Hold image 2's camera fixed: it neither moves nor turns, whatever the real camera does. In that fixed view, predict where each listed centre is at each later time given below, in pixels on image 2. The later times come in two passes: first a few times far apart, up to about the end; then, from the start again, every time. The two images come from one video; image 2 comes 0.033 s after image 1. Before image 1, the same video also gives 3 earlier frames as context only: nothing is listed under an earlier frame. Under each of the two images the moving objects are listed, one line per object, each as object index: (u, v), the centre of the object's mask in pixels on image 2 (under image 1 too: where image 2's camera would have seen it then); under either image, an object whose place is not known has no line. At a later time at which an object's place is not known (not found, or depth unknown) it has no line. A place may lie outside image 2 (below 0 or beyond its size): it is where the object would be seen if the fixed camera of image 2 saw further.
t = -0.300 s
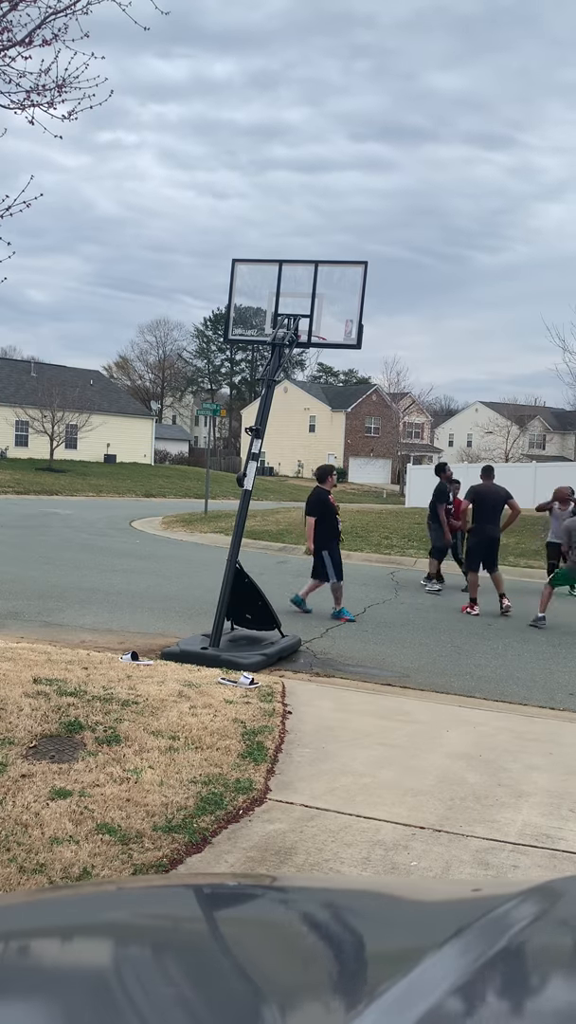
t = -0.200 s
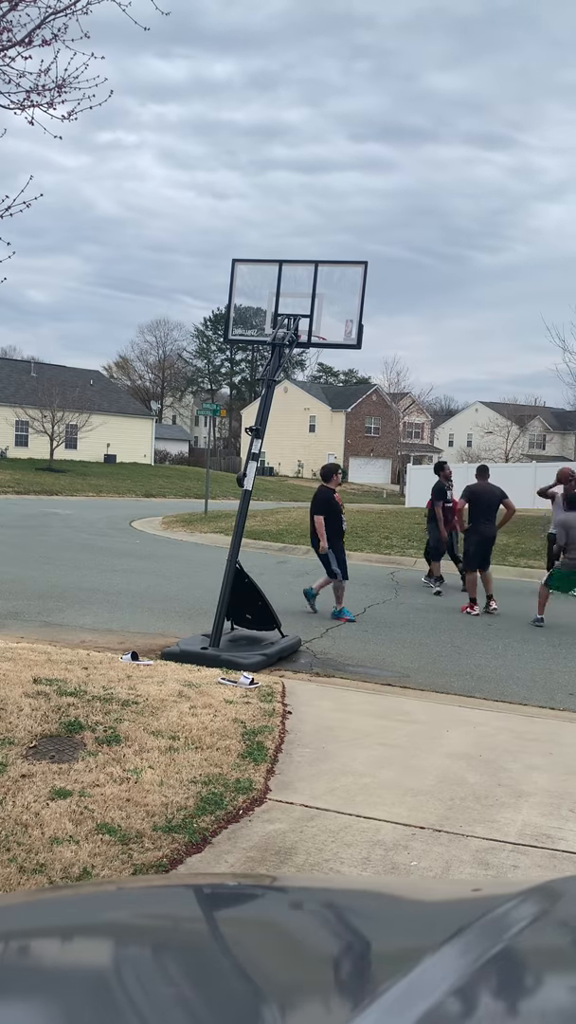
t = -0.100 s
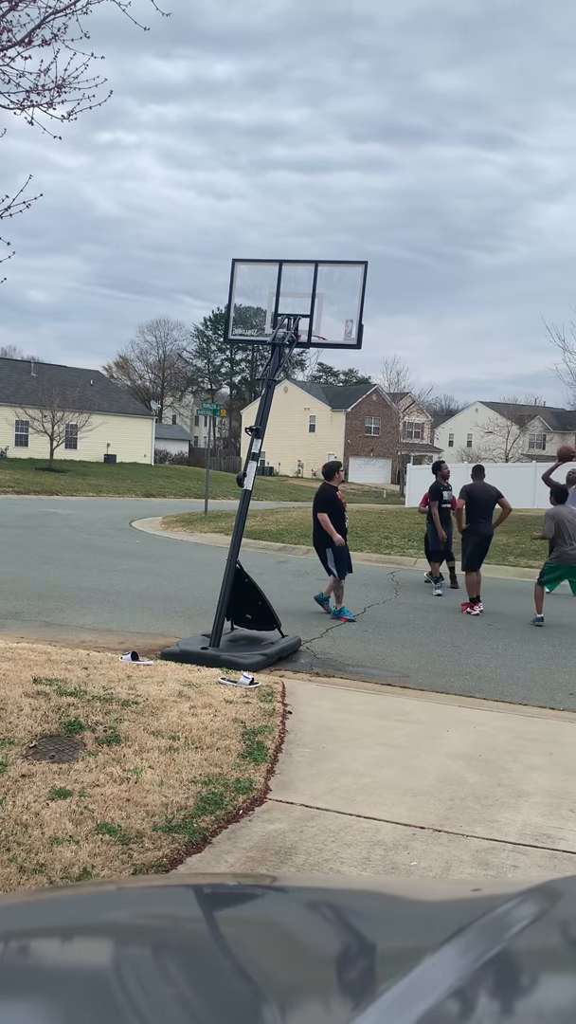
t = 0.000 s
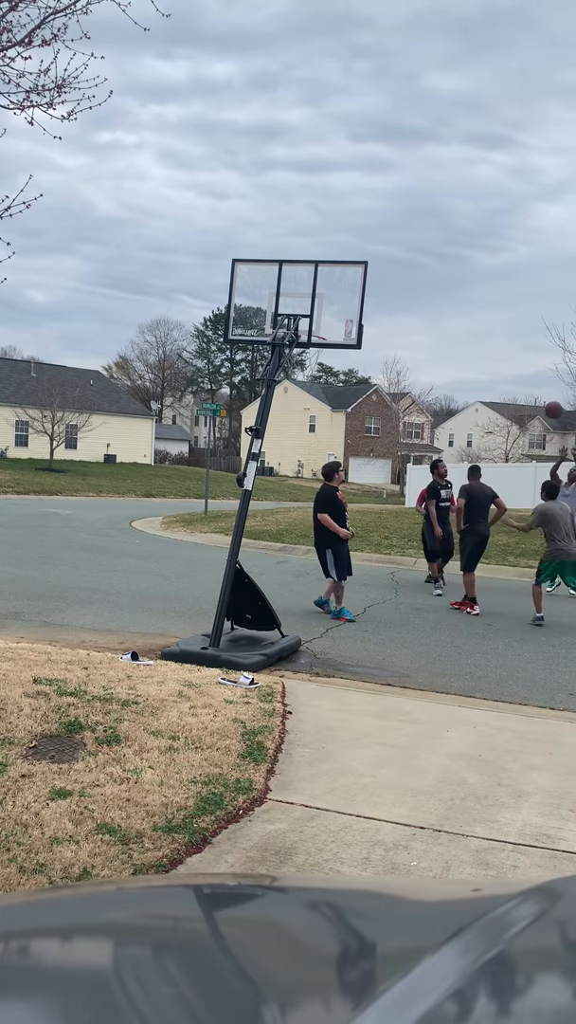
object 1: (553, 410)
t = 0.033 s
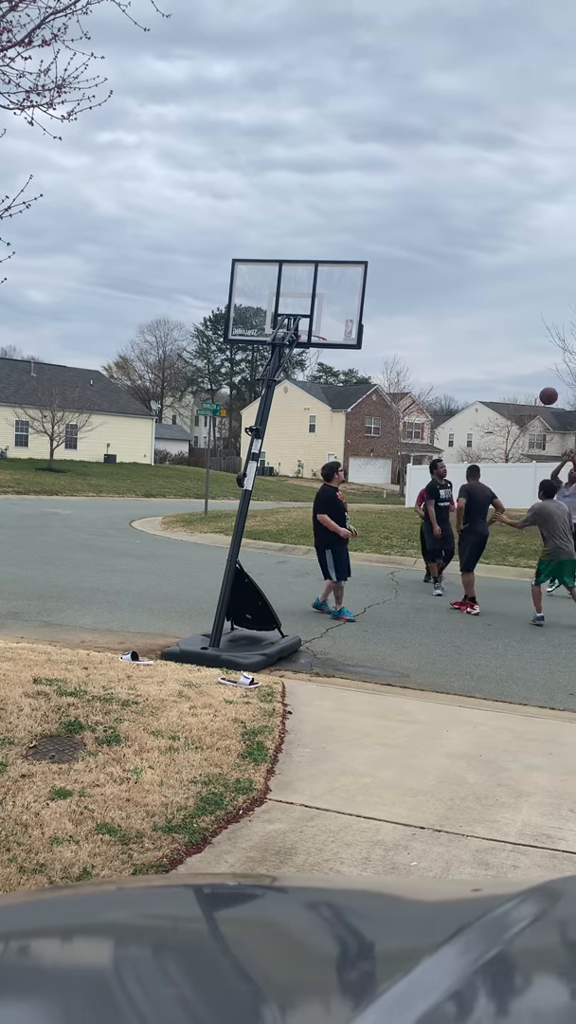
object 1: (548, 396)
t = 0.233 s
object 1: (516, 325)
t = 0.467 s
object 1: (469, 273)
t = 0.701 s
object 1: (413, 262)
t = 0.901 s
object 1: (355, 293)
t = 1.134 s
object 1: (296, 357)
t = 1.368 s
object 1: (286, 375)
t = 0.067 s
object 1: (543, 382)
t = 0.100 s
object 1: (538, 370)
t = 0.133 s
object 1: (533, 358)
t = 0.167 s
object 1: (527, 346)
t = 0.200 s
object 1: (521, 335)
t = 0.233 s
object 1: (516, 325)
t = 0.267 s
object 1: (509, 315)
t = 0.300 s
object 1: (503, 306)
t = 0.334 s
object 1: (497, 298)
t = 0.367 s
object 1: (490, 290)
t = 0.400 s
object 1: (483, 284)
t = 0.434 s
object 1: (476, 278)
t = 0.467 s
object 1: (469, 273)
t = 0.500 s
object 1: (462, 268)
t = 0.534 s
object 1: (454, 265)
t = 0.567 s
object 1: (447, 263)
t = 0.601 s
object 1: (438, 261)
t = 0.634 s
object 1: (430, 260)
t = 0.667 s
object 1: (422, 261)
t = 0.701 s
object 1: (413, 262)
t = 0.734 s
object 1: (404, 265)
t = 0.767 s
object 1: (395, 268)
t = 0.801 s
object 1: (386, 273)
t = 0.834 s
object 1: (376, 278)
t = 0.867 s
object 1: (368, 285)
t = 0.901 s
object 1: (355, 293)
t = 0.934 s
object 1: (345, 302)
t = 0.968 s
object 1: (335, 313)
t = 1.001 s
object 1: (327, 324)
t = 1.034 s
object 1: (323, 334)
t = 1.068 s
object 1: (303, 353)
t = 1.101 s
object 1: (299, 356)
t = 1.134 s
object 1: (296, 357)
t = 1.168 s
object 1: (295, 357)
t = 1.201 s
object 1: (295, 358)
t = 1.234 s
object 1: (294, 360)
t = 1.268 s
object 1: (291, 363)
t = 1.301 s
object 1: (290, 366)
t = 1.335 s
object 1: (289, 368)
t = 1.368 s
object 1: (286, 375)
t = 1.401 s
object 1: (283, 385)
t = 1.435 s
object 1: (281, 393)
